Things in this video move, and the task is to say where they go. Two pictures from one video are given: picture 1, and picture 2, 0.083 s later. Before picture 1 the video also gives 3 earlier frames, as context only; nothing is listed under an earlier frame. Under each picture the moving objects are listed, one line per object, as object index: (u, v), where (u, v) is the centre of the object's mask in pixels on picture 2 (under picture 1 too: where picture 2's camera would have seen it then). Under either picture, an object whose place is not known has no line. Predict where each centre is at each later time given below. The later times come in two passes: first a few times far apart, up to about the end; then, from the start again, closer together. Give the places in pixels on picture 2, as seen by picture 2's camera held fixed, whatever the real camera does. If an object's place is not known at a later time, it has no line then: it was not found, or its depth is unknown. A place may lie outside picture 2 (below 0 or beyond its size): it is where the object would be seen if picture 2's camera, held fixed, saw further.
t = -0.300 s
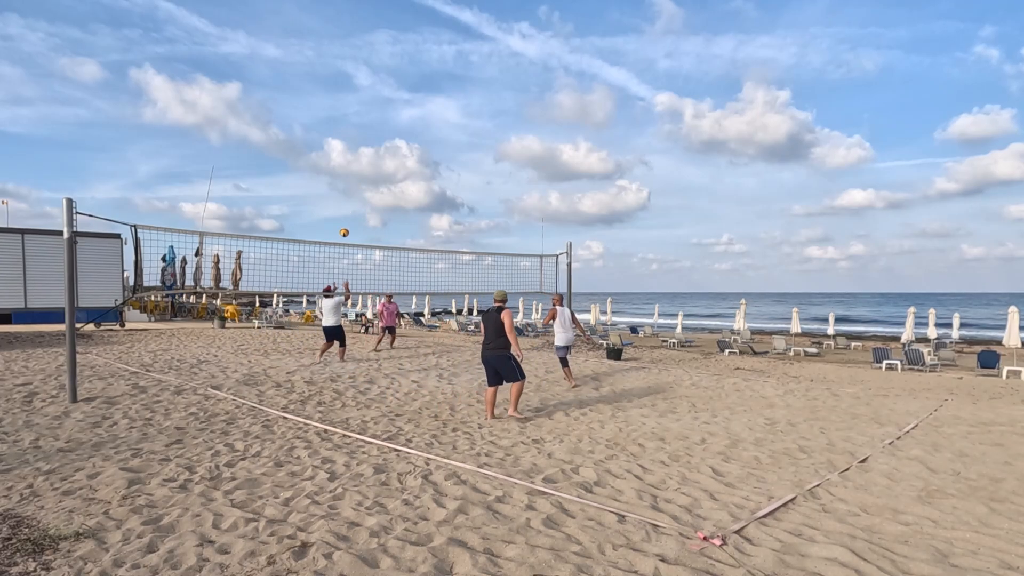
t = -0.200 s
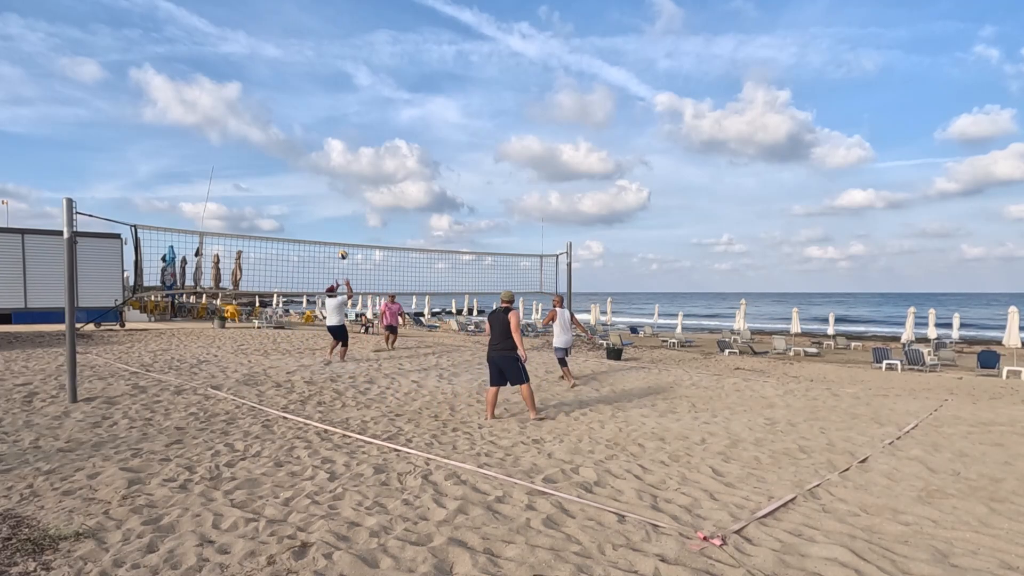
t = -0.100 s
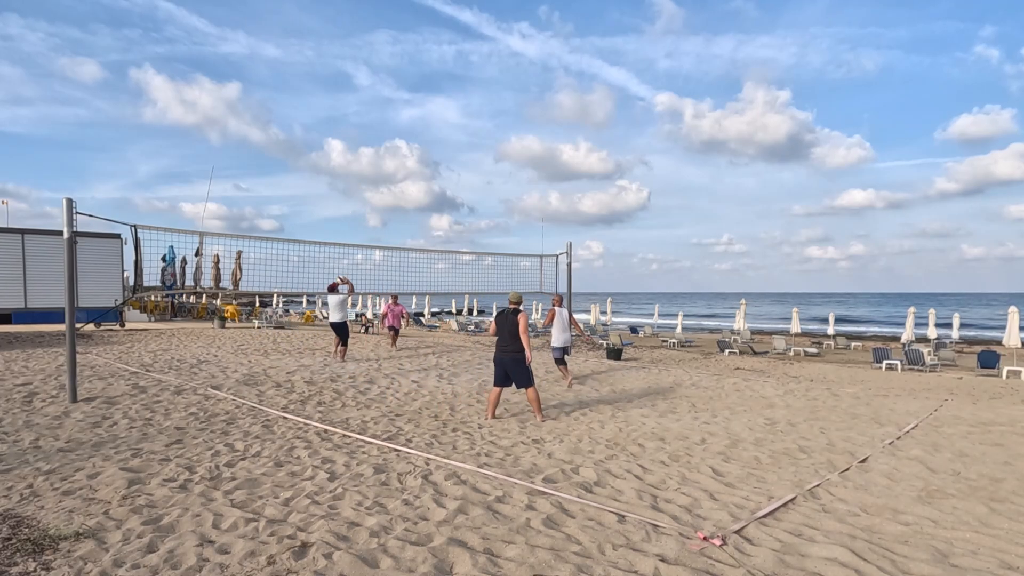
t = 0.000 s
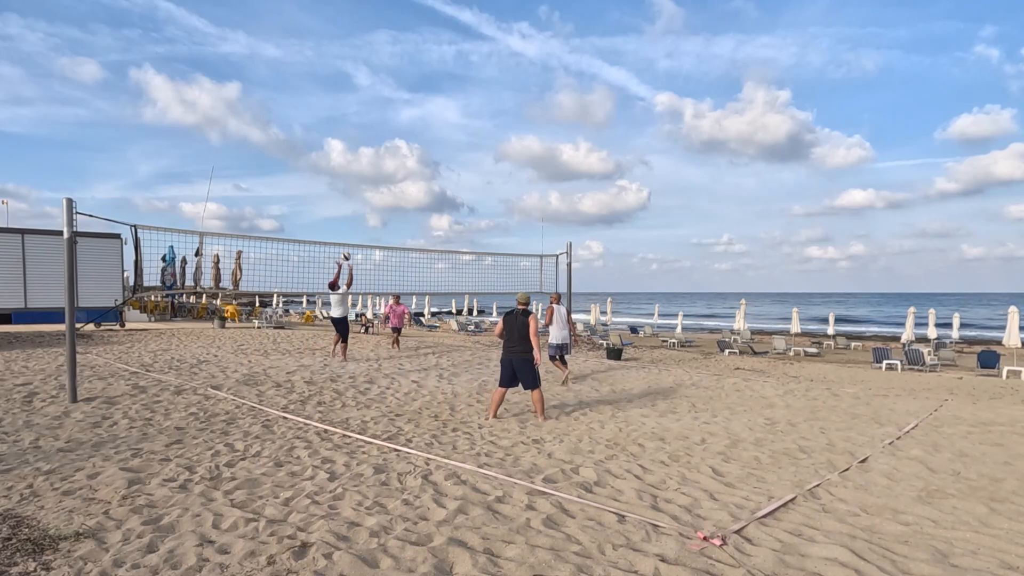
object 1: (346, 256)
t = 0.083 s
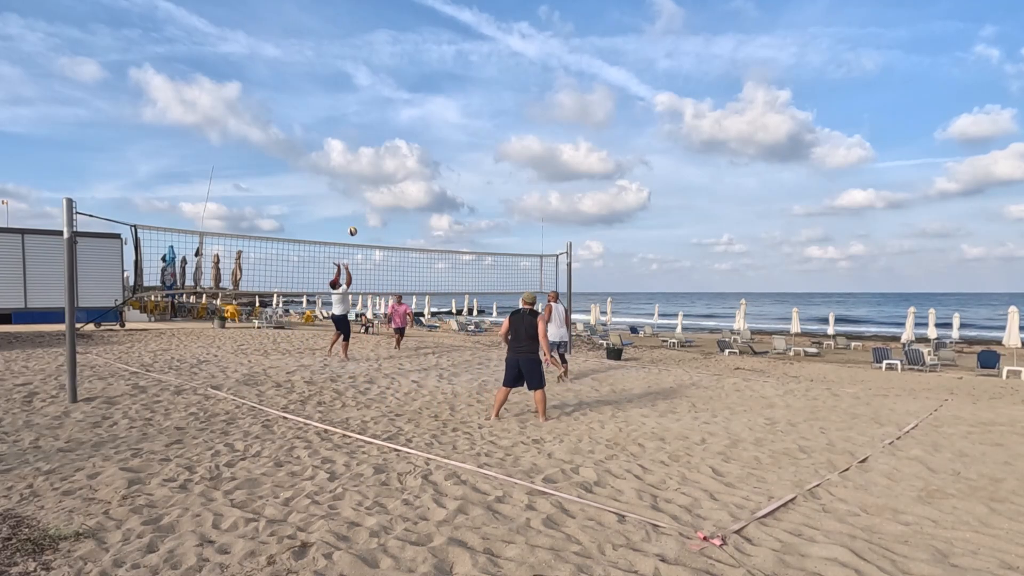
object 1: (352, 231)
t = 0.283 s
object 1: (368, 184)
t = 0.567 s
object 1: (392, 150)
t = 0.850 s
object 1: (417, 151)
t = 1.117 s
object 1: (439, 183)
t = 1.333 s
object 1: (457, 228)
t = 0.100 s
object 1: (354, 226)
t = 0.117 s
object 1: (355, 222)
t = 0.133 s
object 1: (356, 217)
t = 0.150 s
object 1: (357, 213)
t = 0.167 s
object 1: (359, 209)
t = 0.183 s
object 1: (360, 205)
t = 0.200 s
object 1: (361, 201)
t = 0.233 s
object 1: (364, 194)
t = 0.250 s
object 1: (365, 191)
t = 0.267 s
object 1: (367, 187)
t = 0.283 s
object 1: (368, 184)
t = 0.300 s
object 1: (369, 181)
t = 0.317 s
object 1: (371, 178)
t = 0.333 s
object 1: (372, 176)
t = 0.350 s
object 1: (374, 173)
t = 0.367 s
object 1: (375, 171)
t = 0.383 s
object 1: (376, 168)
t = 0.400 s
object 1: (378, 166)
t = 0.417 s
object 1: (379, 164)
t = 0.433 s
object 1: (381, 162)
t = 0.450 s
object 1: (382, 160)
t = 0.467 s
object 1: (384, 158)
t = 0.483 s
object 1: (385, 157)
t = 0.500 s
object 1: (386, 155)
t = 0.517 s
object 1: (388, 154)
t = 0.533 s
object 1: (389, 152)
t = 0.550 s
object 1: (391, 151)
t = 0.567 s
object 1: (392, 150)
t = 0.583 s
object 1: (394, 150)
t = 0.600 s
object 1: (395, 149)
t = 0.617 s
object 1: (397, 148)
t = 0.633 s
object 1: (398, 148)
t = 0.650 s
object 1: (399, 147)
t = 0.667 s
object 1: (401, 147)
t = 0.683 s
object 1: (402, 147)
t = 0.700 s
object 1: (404, 147)
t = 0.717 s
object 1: (405, 147)
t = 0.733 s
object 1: (407, 147)
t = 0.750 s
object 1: (408, 147)
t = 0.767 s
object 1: (410, 147)
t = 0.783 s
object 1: (411, 148)
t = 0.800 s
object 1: (412, 149)
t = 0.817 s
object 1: (414, 149)
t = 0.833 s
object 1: (415, 150)
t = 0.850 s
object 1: (417, 151)
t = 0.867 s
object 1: (418, 152)
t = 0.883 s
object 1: (420, 154)
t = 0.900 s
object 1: (421, 155)
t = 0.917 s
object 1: (422, 157)
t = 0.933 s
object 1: (424, 158)
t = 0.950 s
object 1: (425, 160)
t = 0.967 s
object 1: (427, 162)
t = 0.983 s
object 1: (428, 164)
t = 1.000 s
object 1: (429, 166)
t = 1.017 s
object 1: (431, 168)
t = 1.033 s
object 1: (432, 170)
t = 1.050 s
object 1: (434, 172)
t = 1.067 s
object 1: (435, 175)
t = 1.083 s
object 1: (436, 177)
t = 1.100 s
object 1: (438, 180)
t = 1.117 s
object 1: (439, 183)
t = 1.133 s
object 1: (441, 186)
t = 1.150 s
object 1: (442, 189)
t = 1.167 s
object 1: (443, 192)
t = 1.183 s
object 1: (445, 195)
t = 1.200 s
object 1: (446, 198)
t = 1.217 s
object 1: (448, 202)
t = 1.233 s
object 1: (449, 205)
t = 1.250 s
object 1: (450, 209)
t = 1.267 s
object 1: (452, 212)
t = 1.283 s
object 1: (453, 216)
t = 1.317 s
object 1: (456, 224)
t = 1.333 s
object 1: (457, 228)
